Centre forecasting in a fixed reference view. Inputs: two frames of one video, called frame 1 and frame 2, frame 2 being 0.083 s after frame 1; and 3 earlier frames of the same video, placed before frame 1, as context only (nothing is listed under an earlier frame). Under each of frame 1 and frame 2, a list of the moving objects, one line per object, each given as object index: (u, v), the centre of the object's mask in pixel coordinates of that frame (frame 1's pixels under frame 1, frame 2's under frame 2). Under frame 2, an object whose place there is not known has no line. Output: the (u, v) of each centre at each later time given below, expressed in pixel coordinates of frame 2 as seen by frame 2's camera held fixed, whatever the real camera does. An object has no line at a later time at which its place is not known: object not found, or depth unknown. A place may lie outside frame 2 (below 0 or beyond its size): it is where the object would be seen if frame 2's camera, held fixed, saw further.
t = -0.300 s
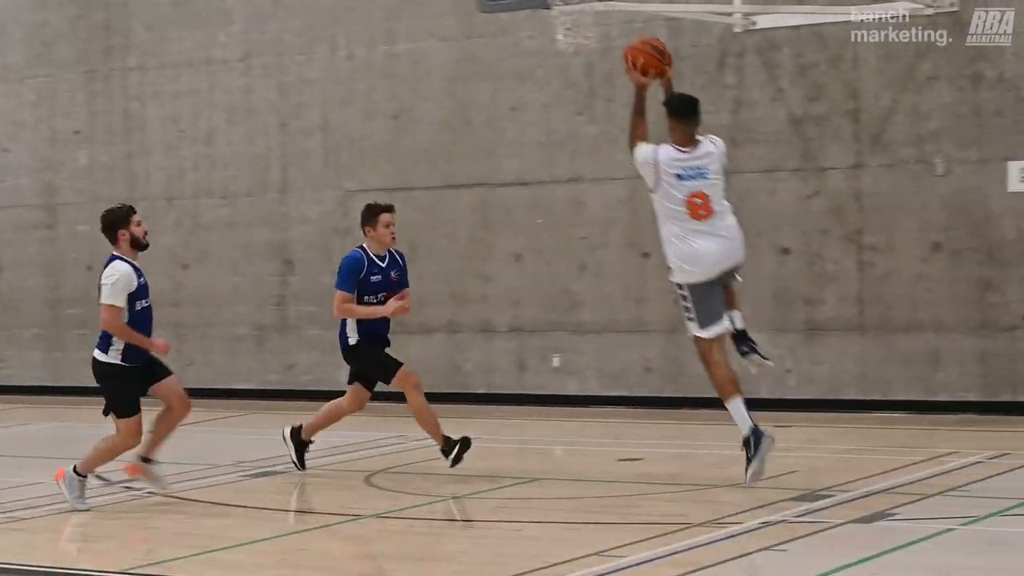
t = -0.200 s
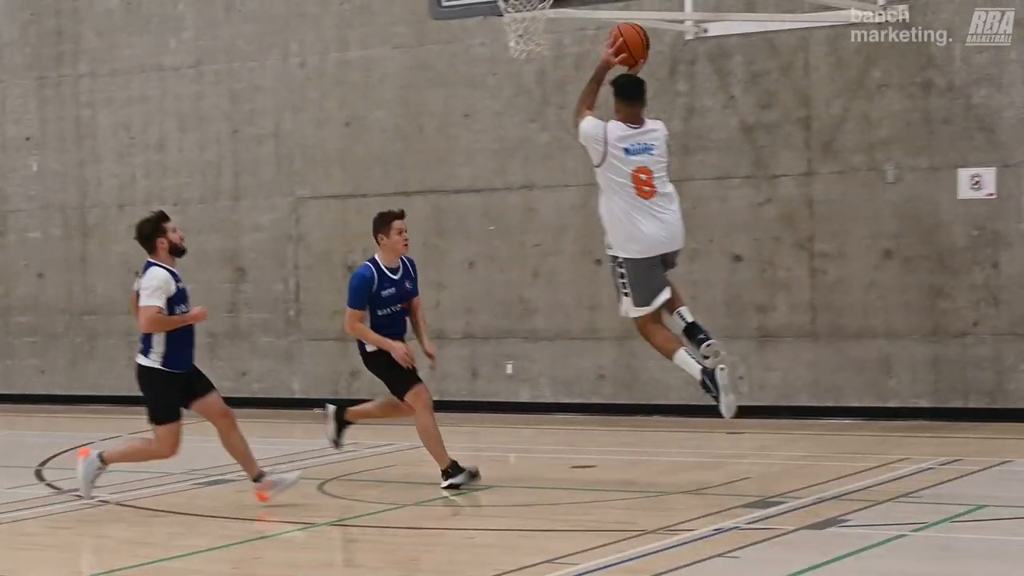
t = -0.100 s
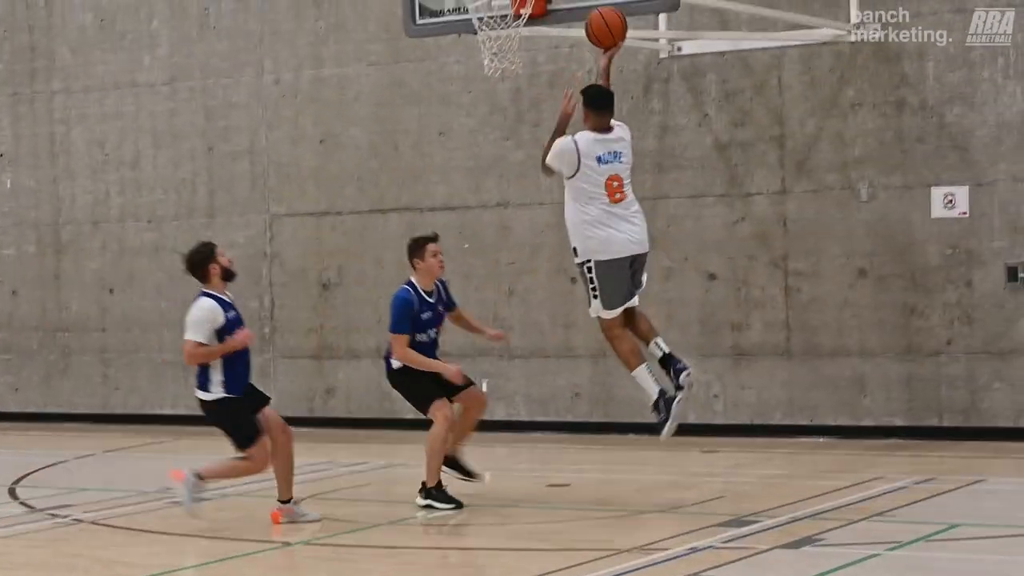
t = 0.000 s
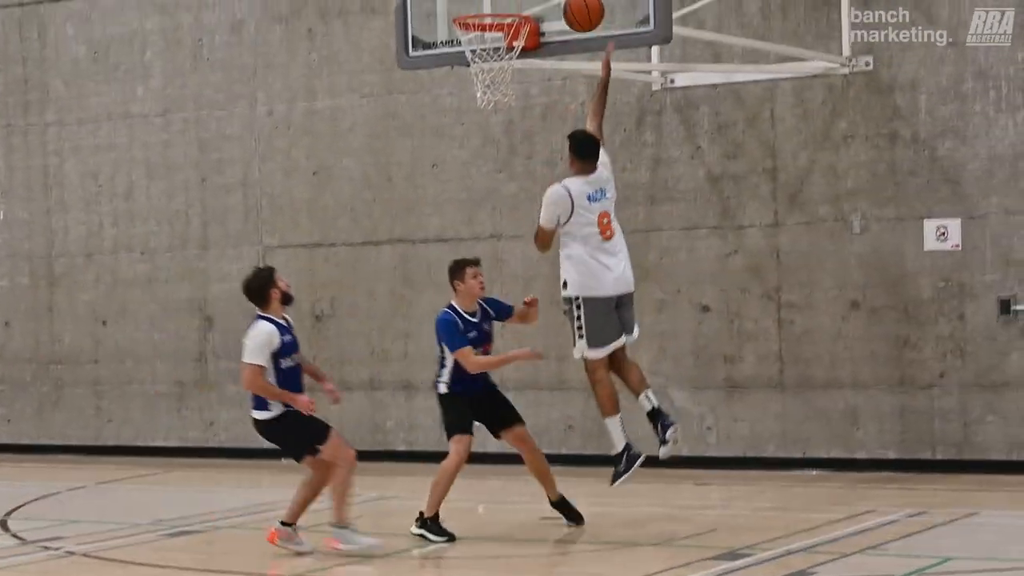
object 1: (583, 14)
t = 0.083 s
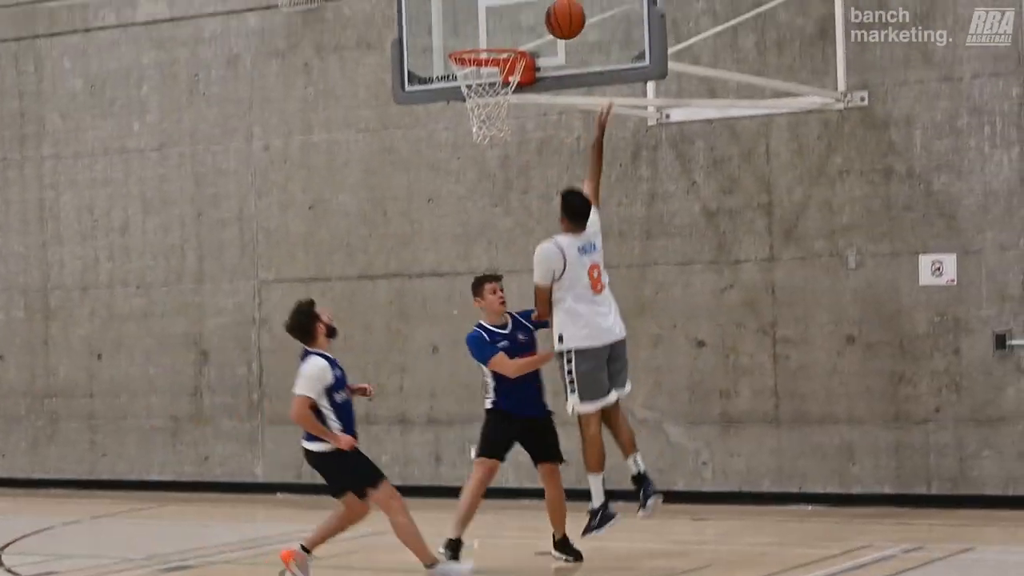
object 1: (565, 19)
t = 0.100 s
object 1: (562, 14)
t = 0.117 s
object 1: (559, 10)
